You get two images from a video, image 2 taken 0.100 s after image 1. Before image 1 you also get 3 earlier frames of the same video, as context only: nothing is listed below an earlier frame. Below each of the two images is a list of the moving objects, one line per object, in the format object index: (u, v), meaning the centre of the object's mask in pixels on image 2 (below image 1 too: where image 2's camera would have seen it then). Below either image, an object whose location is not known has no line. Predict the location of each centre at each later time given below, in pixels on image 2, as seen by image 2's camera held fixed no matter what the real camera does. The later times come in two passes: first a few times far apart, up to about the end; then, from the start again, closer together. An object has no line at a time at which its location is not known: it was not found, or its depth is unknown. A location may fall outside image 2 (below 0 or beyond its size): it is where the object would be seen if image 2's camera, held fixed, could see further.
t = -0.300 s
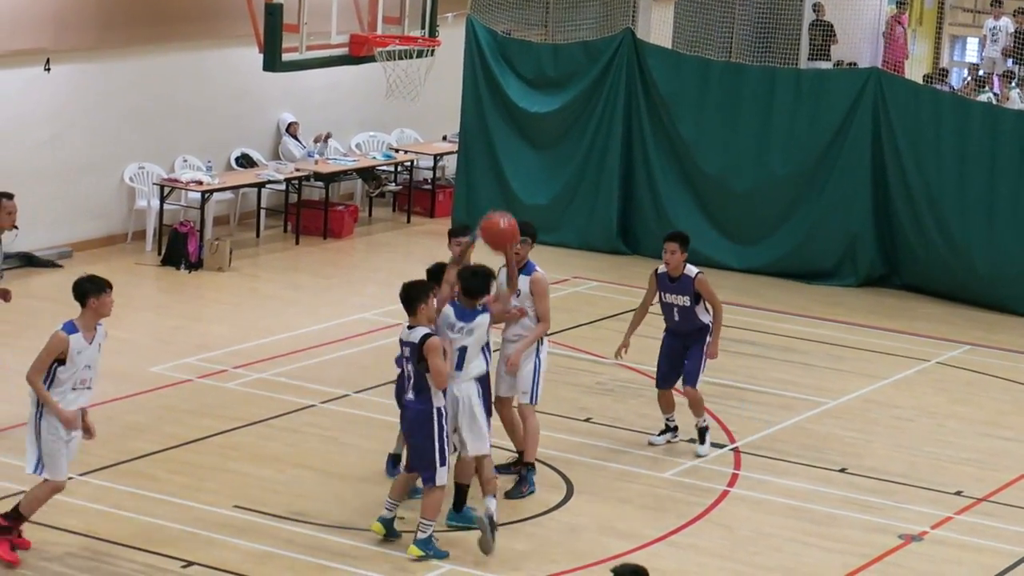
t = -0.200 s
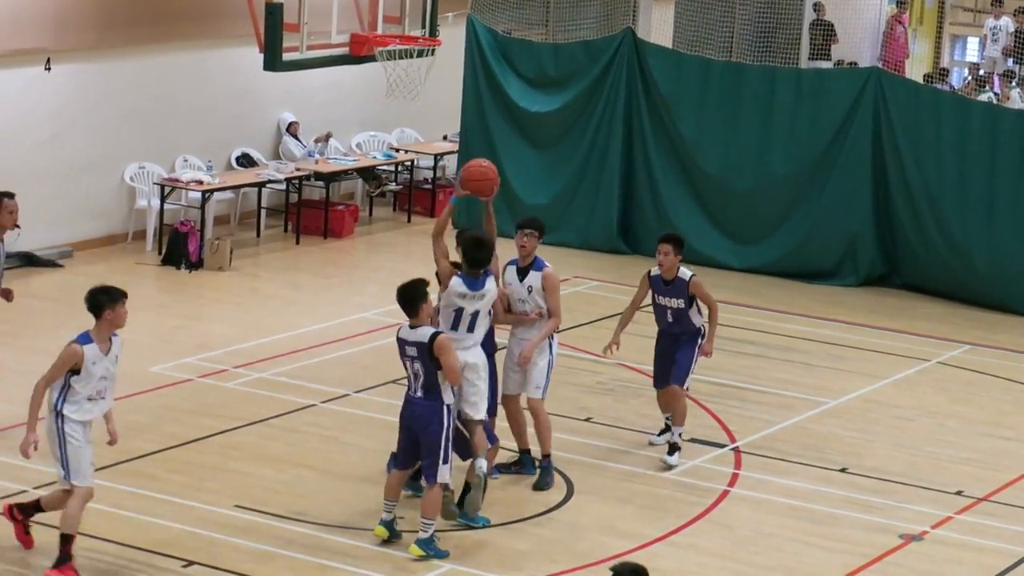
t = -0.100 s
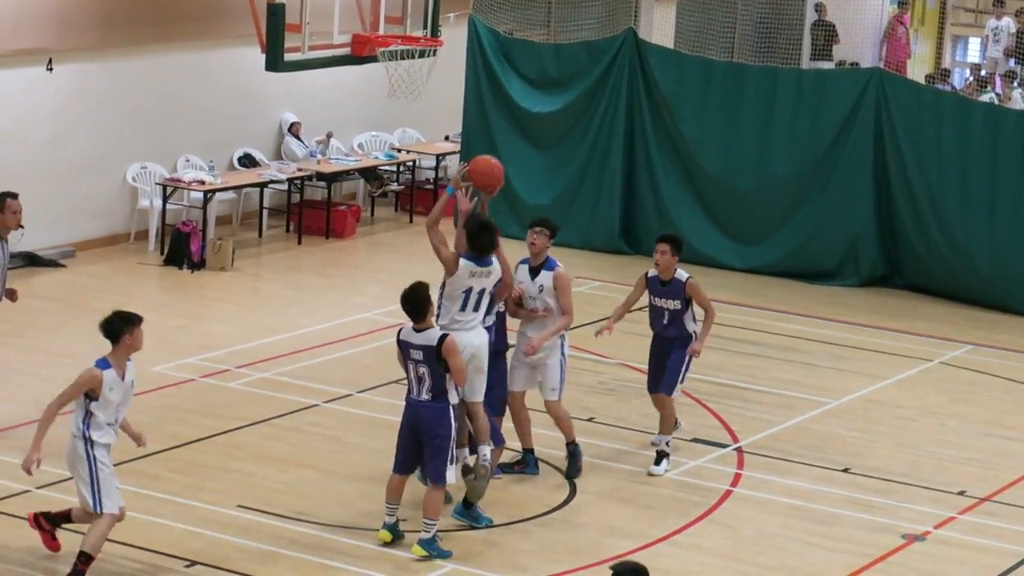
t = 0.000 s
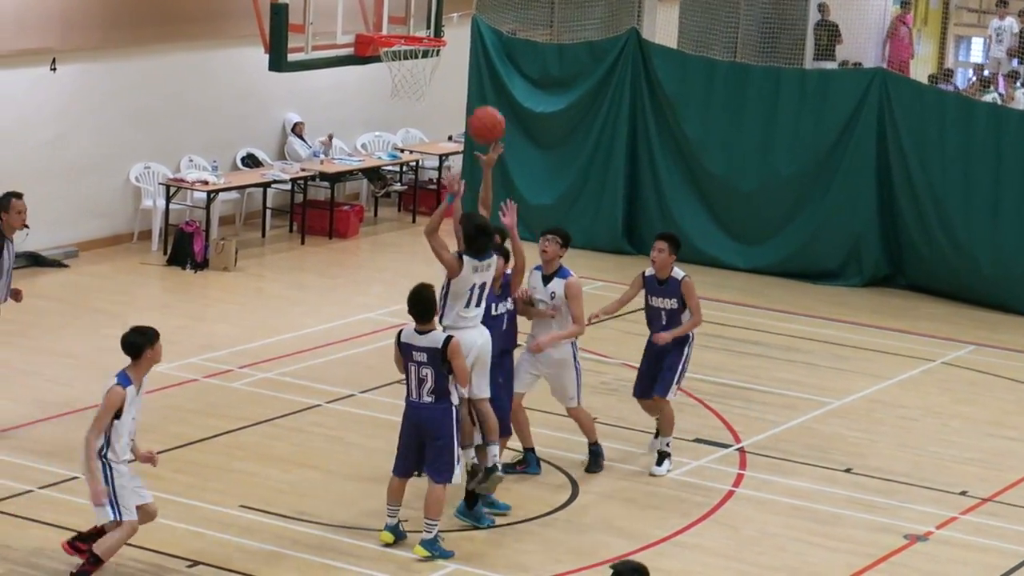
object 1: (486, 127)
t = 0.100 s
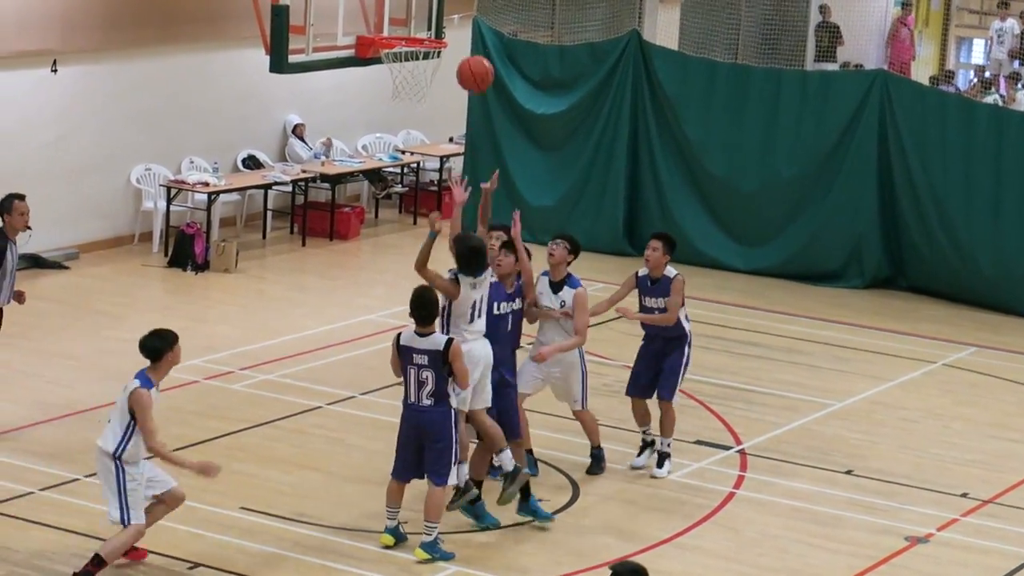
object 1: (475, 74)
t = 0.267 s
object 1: (454, 21)
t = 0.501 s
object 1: (422, 18)
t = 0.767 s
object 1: (398, 102)
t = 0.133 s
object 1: (471, 60)
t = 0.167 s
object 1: (467, 47)
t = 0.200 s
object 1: (463, 36)
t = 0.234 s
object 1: (459, 27)
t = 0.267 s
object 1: (454, 21)
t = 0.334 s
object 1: (445, 11)
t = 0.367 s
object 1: (441, 10)
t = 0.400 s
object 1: (435, 10)
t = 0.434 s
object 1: (431, 11)
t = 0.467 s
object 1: (427, 13)
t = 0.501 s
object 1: (422, 18)
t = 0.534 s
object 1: (418, 23)
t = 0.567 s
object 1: (412, 31)
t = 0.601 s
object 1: (408, 35)
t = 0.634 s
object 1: (404, 50)
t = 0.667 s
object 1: (404, 63)
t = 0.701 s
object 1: (400, 74)
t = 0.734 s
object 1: (400, 92)
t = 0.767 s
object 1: (398, 102)
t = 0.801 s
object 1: (397, 116)
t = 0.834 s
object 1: (396, 131)
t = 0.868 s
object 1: (394, 148)
